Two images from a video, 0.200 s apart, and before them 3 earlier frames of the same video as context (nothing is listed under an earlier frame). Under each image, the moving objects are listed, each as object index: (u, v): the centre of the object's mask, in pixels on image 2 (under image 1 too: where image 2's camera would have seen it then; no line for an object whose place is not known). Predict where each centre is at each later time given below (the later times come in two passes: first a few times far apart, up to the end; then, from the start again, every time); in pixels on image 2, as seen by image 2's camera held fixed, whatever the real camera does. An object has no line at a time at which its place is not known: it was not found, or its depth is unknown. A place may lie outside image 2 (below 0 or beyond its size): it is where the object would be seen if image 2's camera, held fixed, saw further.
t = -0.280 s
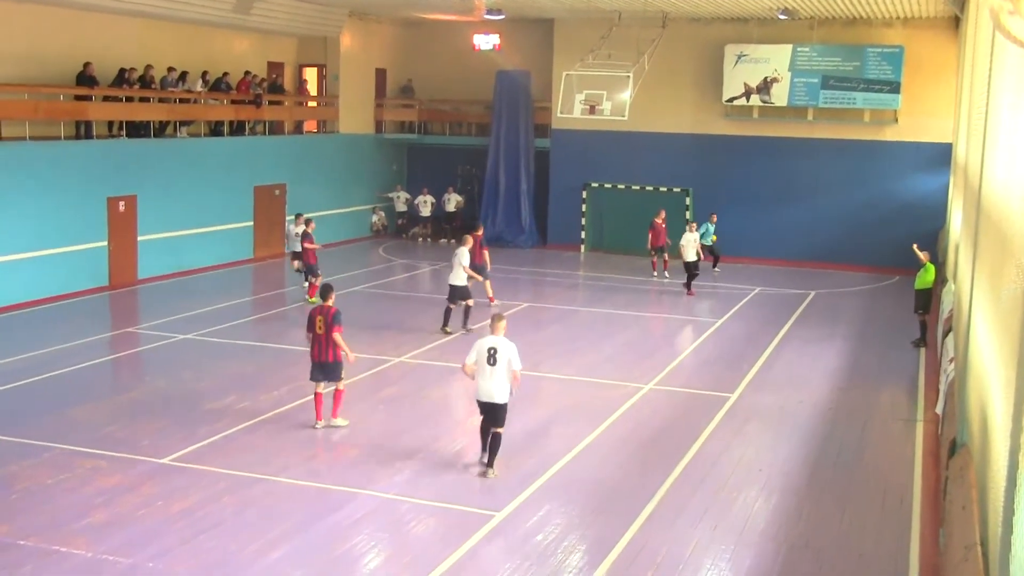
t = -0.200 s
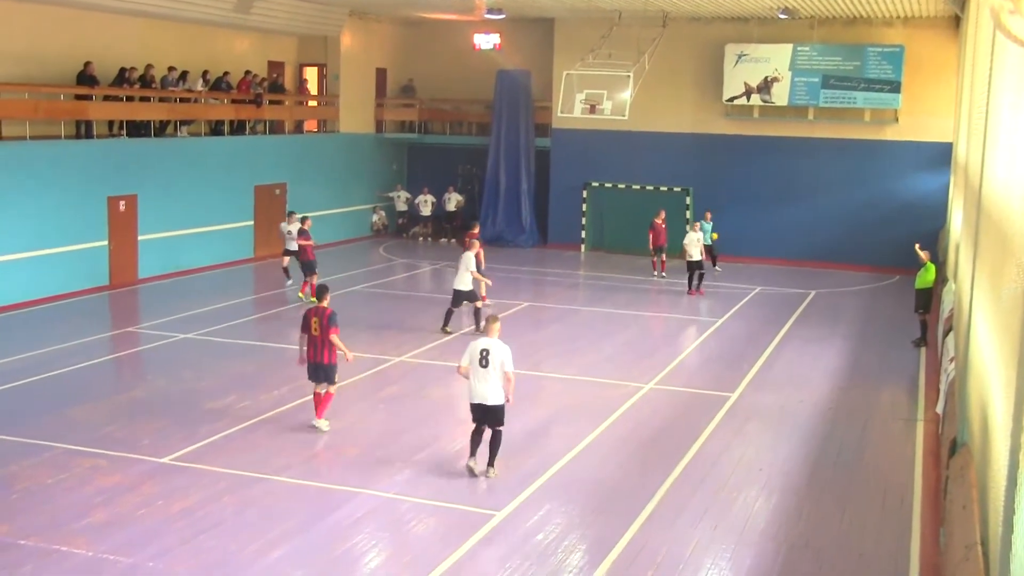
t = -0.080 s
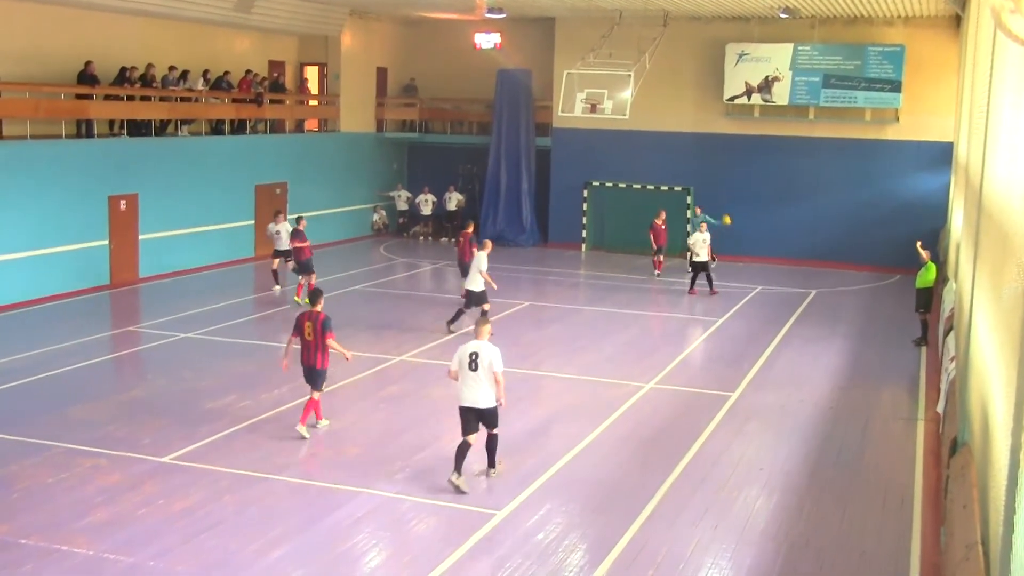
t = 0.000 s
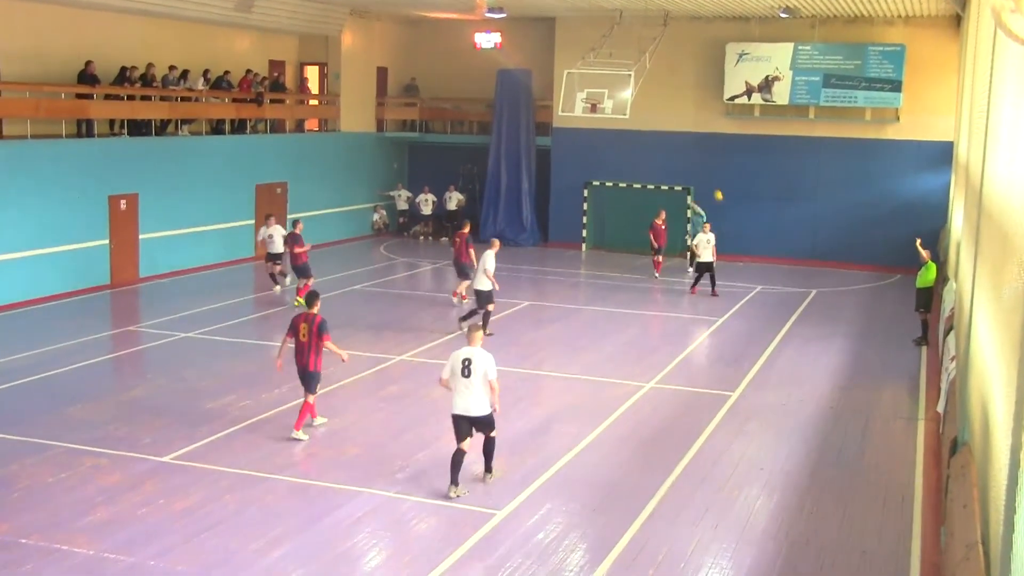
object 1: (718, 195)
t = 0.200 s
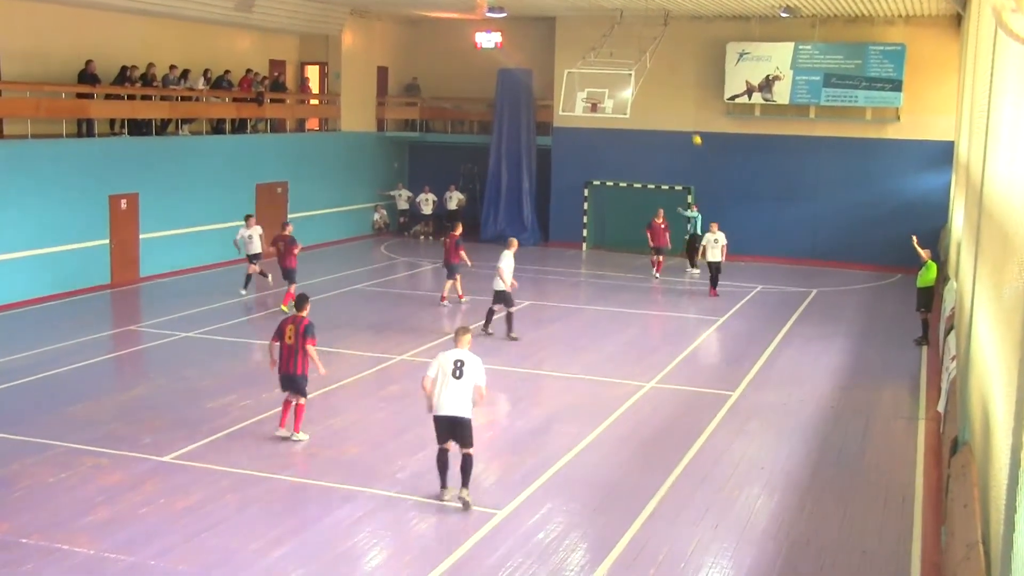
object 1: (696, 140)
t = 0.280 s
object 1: (689, 120)
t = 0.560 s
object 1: (656, 67)
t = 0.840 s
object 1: (616, 49)
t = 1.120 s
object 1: (569, 83)
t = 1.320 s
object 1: (521, 158)
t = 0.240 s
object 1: (693, 130)
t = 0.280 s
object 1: (689, 120)
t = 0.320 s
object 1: (684, 111)
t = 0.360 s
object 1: (679, 101)
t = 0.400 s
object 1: (675, 94)
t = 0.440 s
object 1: (670, 86)
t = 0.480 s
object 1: (665, 79)
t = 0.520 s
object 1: (661, 73)
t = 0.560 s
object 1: (656, 67)
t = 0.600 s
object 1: (650, 62)
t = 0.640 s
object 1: (645, 58)
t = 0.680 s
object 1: (639, 54)
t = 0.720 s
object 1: (634, 52)
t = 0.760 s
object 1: (628, 50)
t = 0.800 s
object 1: (622, 49)
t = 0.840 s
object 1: (616, 49)
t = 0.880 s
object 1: (610, 50)
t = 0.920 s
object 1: (604, 52)
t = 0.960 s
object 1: (597, 55)
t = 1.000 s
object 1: (590, 60)
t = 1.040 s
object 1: (583, 65)
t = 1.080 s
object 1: (576, 74)
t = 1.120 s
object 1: (569, 83)
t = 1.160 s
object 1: (559, 94)
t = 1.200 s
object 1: (550, 107)
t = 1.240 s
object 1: (541, 122)
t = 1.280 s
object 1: (532, 139)
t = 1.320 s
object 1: (521, 158)
